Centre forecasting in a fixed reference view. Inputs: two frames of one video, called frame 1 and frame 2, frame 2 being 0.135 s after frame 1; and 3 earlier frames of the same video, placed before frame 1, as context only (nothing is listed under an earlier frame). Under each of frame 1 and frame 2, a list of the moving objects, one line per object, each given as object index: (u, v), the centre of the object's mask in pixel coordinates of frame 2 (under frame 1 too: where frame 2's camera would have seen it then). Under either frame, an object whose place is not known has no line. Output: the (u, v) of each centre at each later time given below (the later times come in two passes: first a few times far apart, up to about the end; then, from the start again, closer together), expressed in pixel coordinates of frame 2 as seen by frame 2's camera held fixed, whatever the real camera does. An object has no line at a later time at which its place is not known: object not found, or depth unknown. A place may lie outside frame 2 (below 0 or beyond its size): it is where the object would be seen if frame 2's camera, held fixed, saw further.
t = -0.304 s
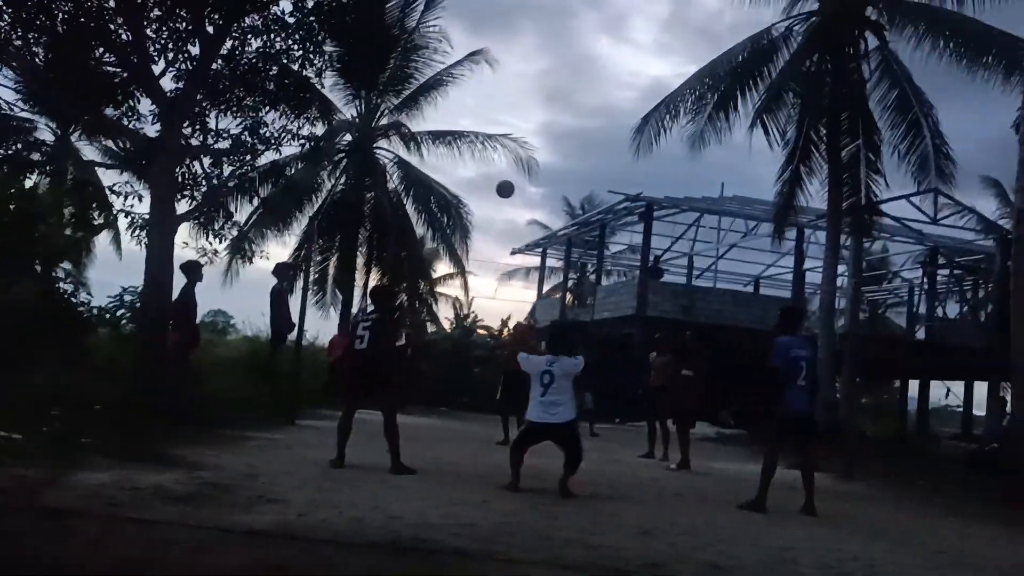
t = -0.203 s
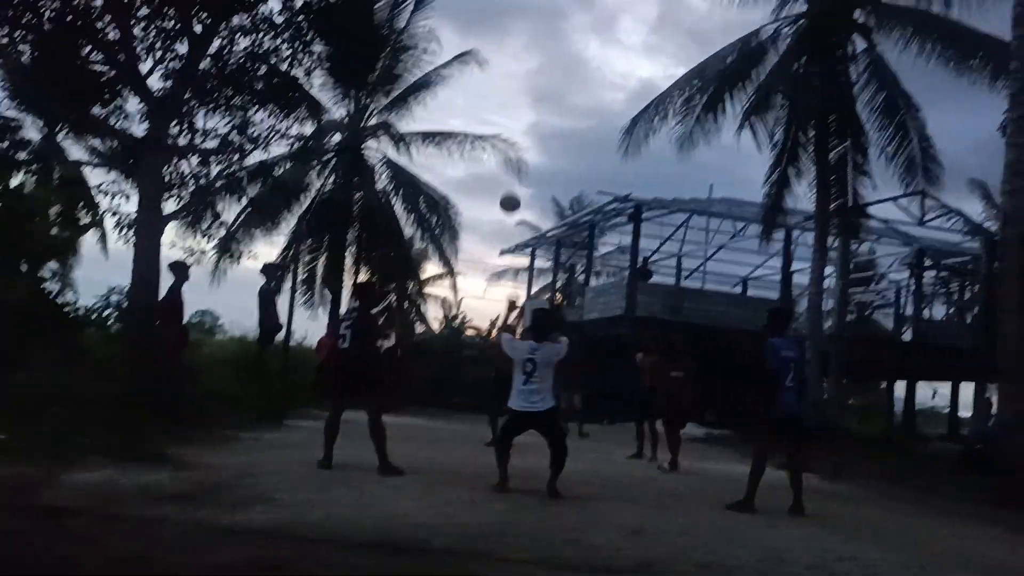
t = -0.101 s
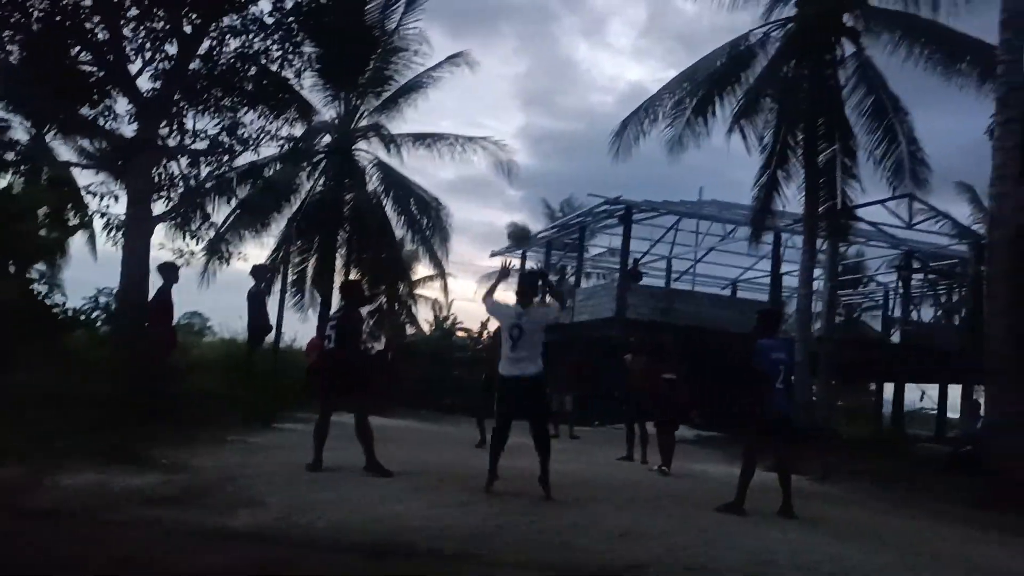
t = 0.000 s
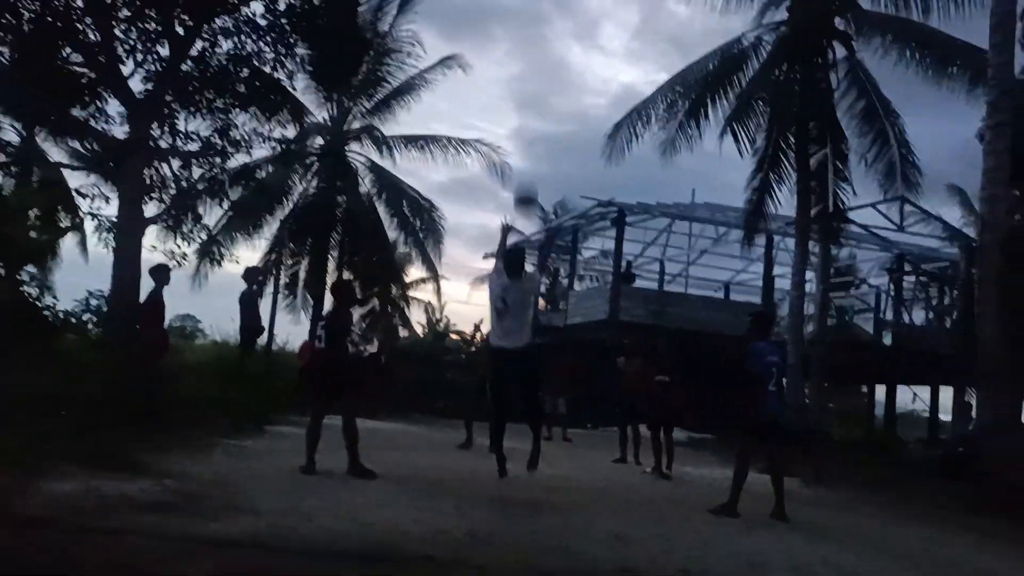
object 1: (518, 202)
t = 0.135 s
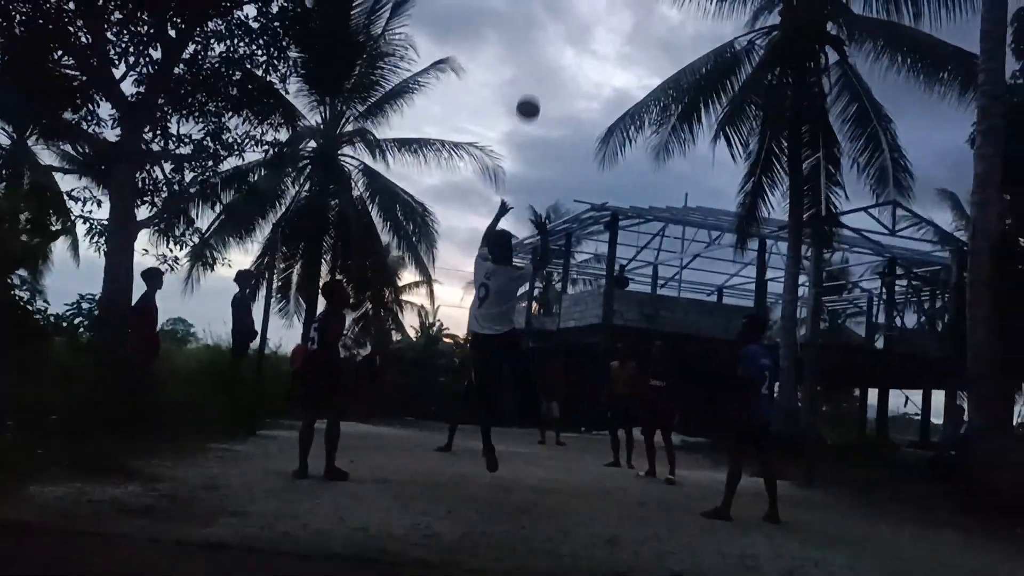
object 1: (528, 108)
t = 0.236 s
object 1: (532, 57)
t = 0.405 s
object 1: (536, 2)
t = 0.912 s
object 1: (529, 17)
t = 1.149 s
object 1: (519, 96)
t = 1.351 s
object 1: (508, 191)
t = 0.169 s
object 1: (530, 89)
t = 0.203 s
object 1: (531, 72)
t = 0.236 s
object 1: (532, 57)
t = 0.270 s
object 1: (533, 43)
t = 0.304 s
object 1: (534, 31)
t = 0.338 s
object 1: (535, 20)
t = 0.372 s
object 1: (536, 11)
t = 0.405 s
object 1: (536, 2)
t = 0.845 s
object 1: (532, 2)
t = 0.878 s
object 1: (531, 9)
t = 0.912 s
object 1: (529, 17)
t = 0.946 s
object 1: (528, 26)
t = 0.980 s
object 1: (526, 35)
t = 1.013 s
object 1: (525, 46)
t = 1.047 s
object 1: (524, 57)
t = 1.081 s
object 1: (522, 69)
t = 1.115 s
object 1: (521, 82)
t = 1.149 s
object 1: (519, 96)
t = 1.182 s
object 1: (518, 109)
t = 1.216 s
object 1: (516, 125)
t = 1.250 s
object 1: (514, 140)
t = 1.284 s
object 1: (513, 156)
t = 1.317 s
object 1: (510, 174)
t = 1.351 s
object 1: (508, 191)
